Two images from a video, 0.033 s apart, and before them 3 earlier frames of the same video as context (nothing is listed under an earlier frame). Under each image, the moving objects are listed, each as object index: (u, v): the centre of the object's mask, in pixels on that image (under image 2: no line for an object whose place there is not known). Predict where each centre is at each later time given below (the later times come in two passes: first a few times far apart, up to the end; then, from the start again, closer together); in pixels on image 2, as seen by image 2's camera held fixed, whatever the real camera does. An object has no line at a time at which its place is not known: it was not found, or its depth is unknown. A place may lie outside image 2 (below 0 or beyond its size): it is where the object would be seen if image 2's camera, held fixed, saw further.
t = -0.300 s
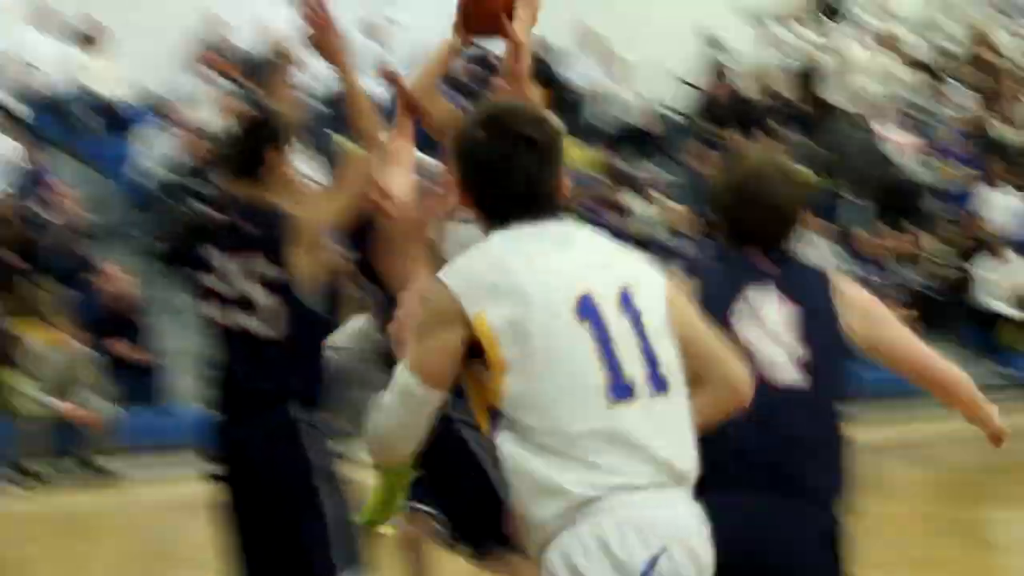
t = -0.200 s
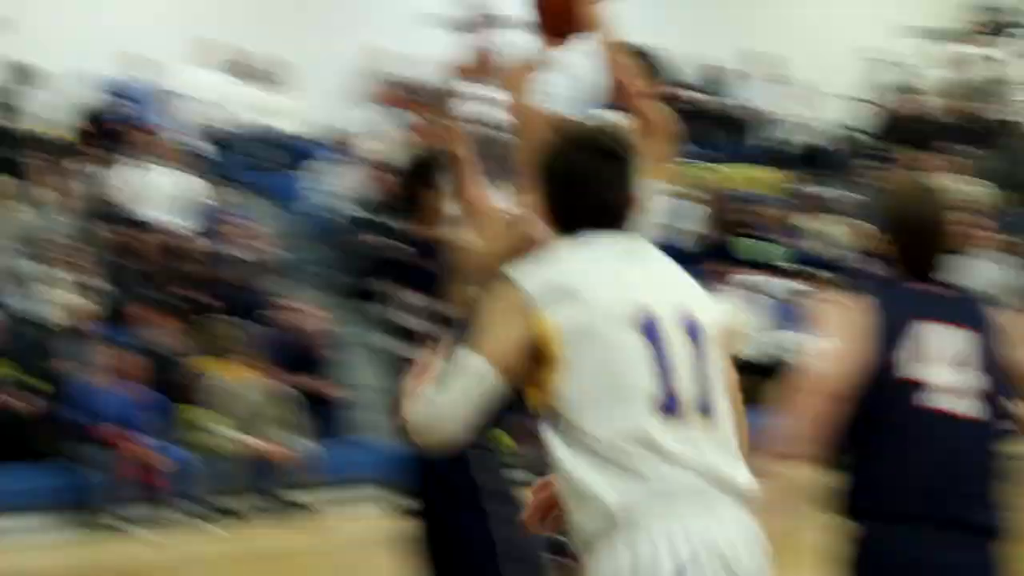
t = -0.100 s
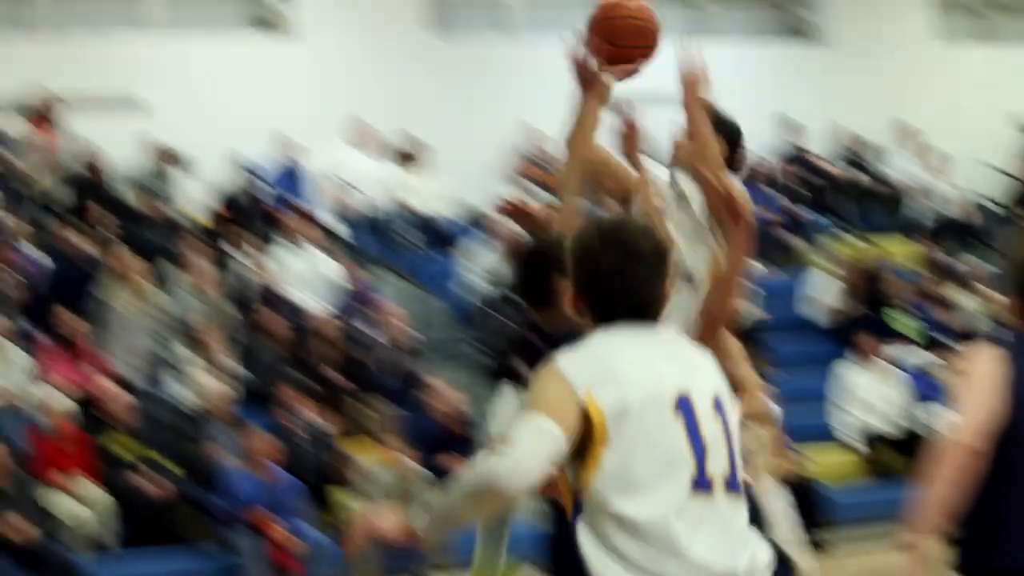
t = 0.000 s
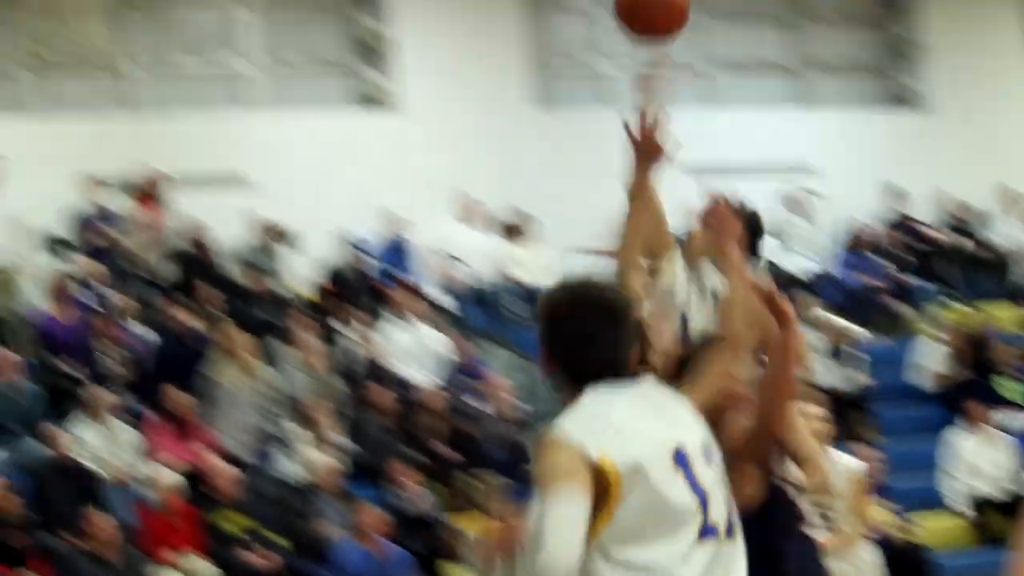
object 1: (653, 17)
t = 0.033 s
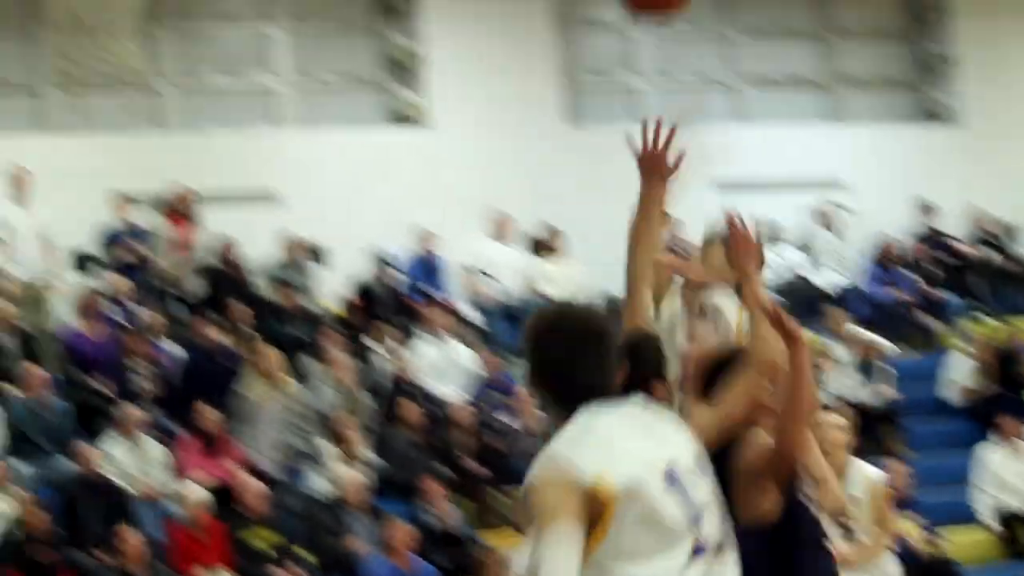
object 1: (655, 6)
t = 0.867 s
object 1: (126, -87)
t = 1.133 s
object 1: (94, -79)
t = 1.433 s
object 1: (97, 68)
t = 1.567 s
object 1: (145, 180)
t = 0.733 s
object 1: (101, -103)
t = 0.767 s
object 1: (88, -79)
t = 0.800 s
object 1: (77, -62)
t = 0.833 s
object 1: (101, -79)
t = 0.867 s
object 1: (126, -87)
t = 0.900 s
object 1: (146, -91)
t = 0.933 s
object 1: (145, -101)
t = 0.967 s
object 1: (139, -107)
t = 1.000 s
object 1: (133, -111)
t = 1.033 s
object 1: (128, -110)
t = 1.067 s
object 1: (118, -105)
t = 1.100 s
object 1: (107, -102)
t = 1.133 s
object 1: (94, -79)
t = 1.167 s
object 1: (82, -59)
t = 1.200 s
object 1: (75, -51)
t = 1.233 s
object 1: (68, -40)
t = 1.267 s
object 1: (66, -27)
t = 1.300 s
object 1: (67, -8)
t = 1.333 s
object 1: (73, 12)
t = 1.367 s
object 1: (80, 34)
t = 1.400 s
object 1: (86, 48)
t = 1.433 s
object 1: (97, 68)
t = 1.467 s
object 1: (111, 94)
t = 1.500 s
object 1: (120, 115)
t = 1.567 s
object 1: (145, 180)
